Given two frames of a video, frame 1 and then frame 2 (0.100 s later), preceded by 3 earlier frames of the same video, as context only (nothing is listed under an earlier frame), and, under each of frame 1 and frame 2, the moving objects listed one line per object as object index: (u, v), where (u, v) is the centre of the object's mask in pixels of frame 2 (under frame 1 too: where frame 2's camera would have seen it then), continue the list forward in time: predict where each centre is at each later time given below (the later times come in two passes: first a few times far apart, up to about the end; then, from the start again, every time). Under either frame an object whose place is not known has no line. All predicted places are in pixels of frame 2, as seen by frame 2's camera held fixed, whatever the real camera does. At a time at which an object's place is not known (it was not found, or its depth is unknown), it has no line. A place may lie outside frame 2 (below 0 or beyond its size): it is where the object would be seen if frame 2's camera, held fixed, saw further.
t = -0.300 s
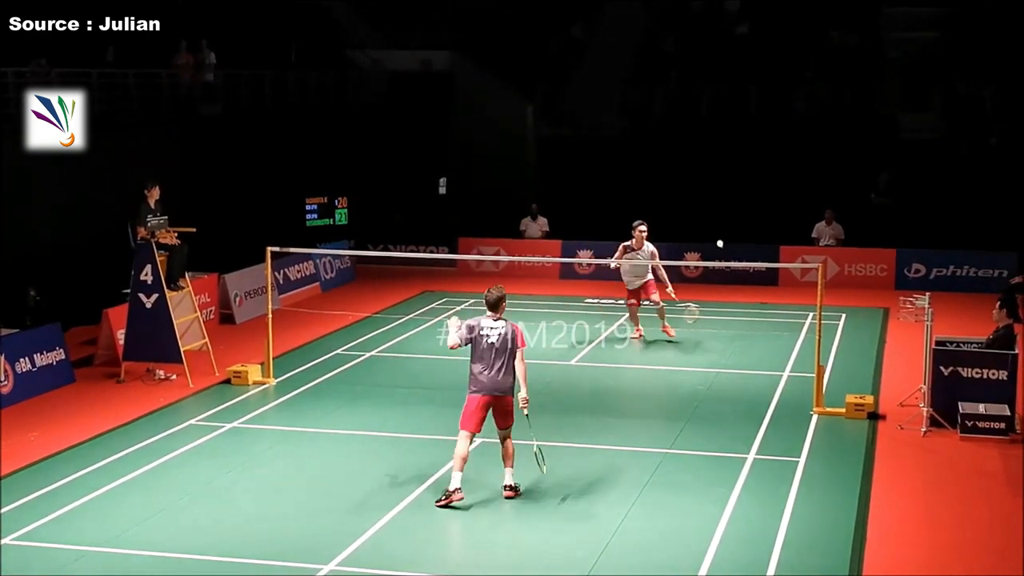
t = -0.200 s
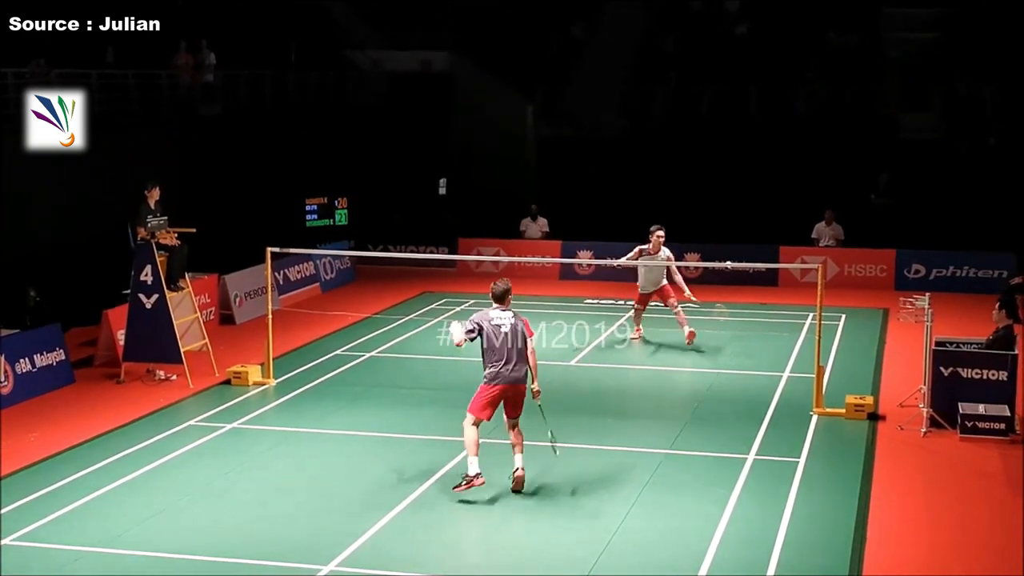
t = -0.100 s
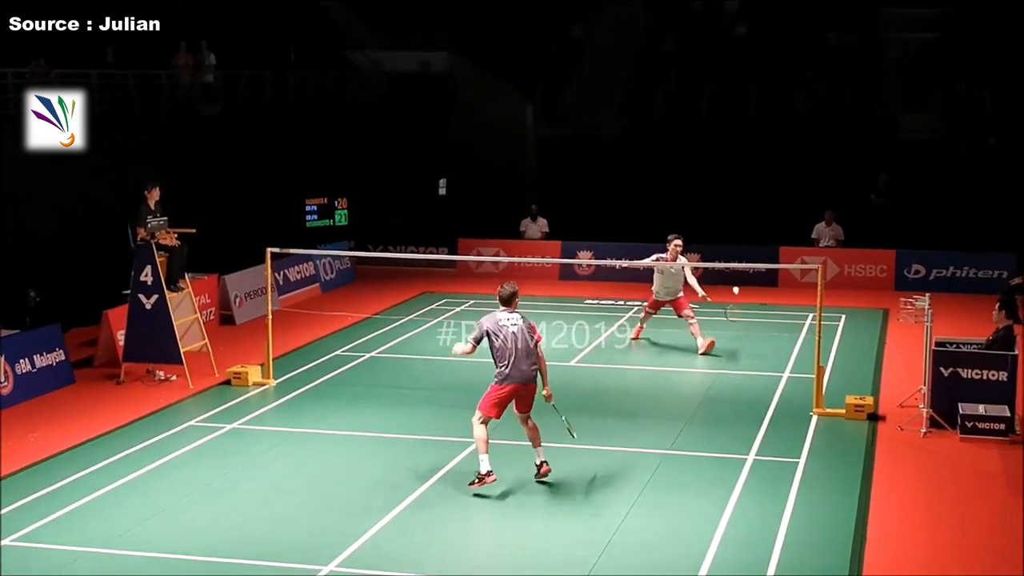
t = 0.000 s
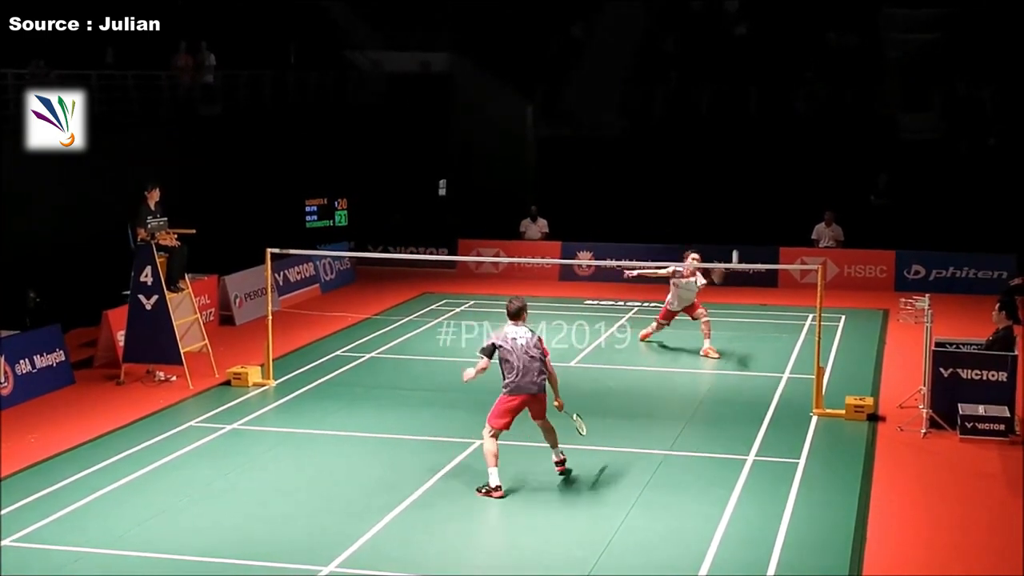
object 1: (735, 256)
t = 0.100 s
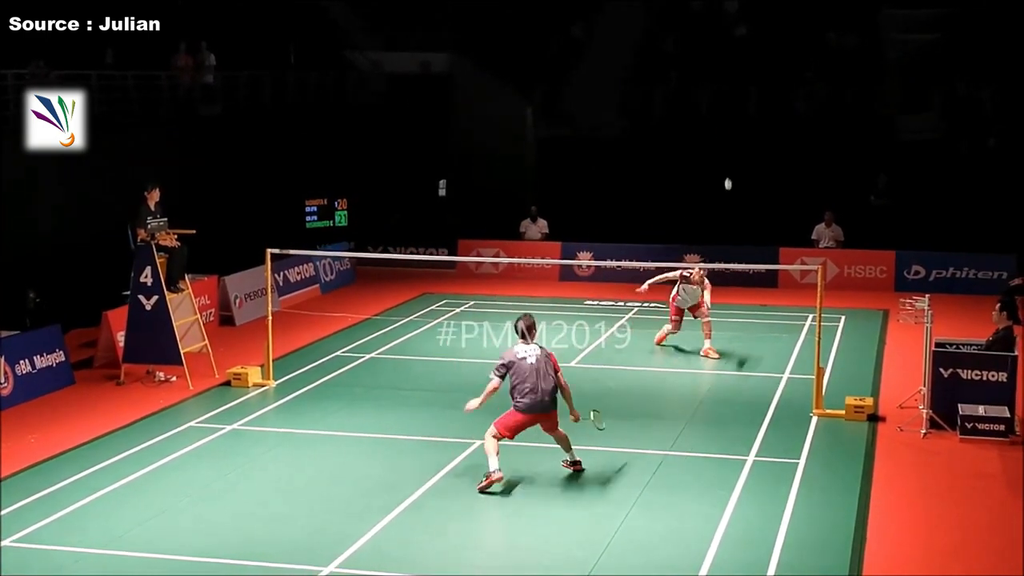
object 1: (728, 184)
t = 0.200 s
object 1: (721, 131)
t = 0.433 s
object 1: (708, 62)
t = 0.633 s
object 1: (697, 55)
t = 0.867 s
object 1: (680, 108)
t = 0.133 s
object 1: (725, 164)
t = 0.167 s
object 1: (723, 147)
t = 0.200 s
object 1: (721, 131)
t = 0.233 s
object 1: (719, 117)
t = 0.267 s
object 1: (717, 105)
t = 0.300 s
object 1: (716, 93)
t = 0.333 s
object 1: (714, 83)
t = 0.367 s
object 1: (712, 75)
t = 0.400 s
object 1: (710, 68)
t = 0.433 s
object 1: (708, 62)
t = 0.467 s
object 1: (706, 58)
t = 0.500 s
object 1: (704, 55)
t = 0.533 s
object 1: (702, 53)
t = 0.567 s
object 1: (701, 52)
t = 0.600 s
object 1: (699, 53)
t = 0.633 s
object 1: (697, 55)
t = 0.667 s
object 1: (695, 59)
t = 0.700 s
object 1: (692, 63)
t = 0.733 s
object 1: (690, 69)
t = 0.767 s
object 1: (688, 77)
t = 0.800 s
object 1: (685, 86)
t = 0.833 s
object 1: (683, 96)
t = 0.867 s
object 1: (680, 108)
